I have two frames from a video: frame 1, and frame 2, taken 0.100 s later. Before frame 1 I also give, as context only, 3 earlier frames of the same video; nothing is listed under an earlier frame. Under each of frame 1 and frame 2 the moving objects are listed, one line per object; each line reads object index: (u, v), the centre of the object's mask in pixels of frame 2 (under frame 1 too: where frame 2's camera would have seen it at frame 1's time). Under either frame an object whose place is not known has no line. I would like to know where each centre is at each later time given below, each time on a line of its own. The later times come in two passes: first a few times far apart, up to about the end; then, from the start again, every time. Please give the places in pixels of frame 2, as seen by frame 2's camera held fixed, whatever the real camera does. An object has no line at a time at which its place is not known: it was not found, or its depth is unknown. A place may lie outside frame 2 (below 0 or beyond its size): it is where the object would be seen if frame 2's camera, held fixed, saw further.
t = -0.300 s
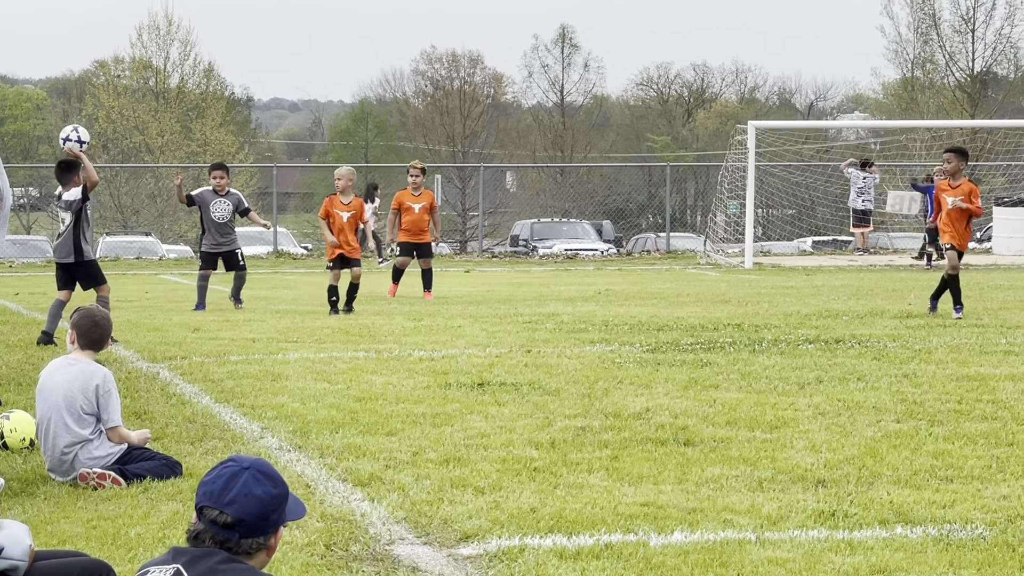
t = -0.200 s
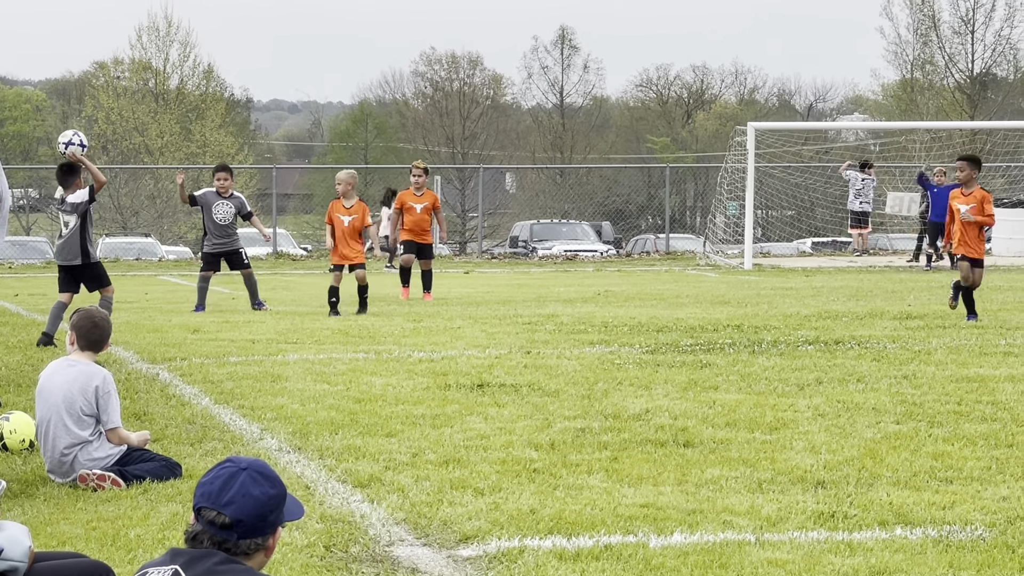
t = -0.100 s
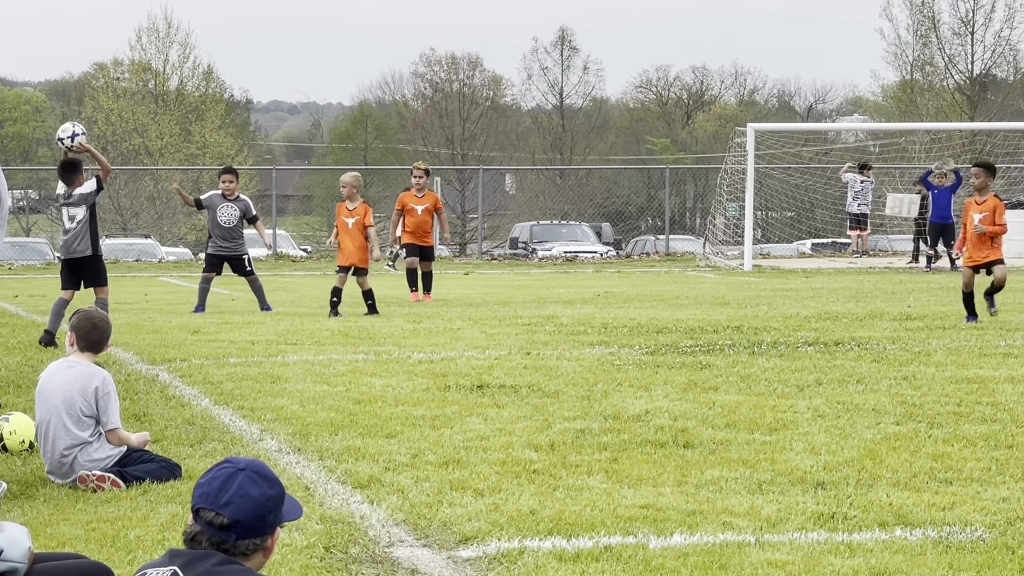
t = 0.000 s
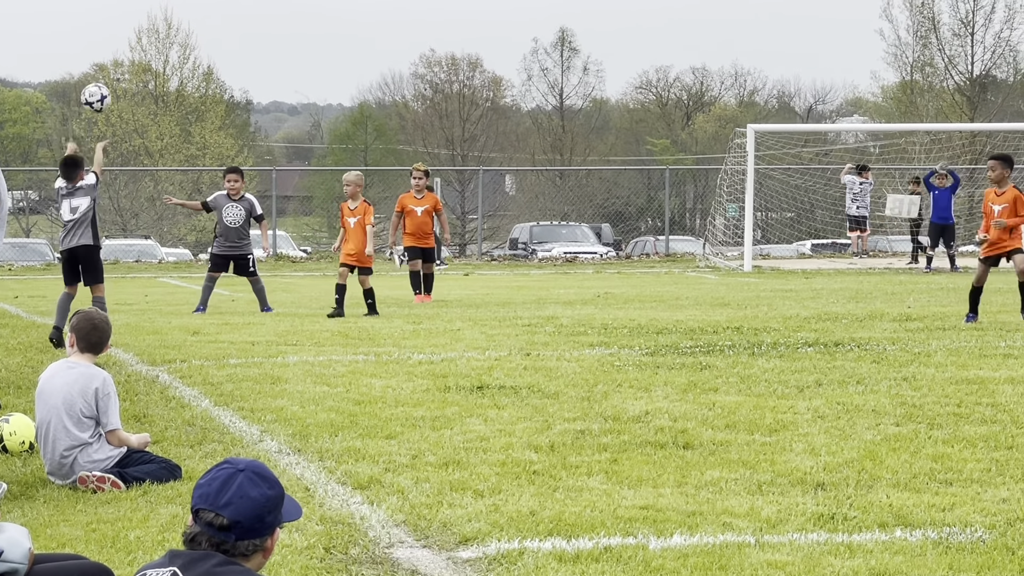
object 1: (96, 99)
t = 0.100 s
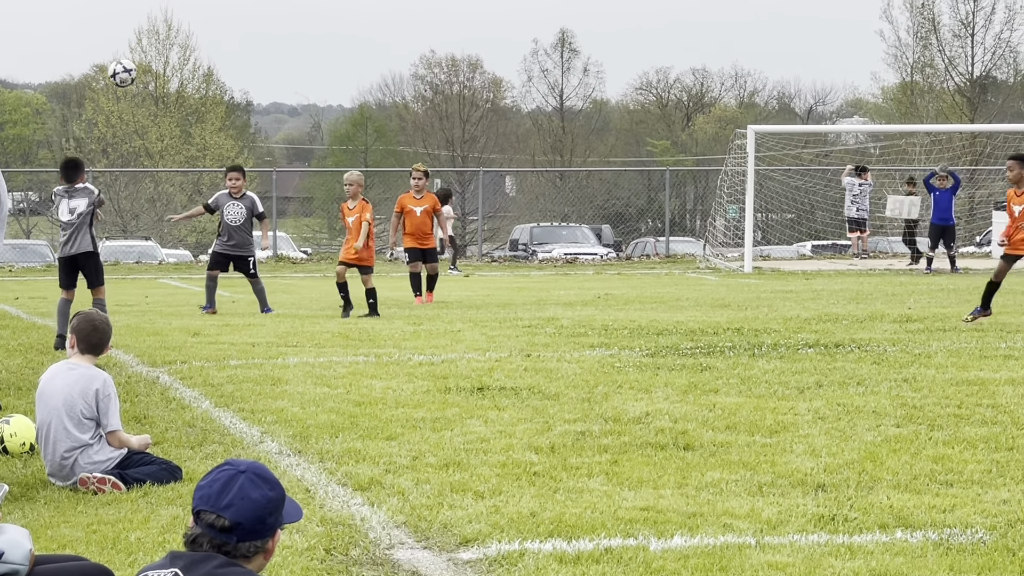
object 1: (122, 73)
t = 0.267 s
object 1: (161, 63)
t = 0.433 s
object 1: (195, 90)
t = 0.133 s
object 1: (131, 68)
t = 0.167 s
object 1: (139, 65)
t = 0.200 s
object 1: (146, 63)
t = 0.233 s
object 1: (154, 62)
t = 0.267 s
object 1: (161, 63)
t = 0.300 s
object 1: (168, 66)
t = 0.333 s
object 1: (176, 70)
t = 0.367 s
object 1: (181, 75)
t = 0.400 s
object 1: (188, 82)
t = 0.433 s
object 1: (195, 90)
